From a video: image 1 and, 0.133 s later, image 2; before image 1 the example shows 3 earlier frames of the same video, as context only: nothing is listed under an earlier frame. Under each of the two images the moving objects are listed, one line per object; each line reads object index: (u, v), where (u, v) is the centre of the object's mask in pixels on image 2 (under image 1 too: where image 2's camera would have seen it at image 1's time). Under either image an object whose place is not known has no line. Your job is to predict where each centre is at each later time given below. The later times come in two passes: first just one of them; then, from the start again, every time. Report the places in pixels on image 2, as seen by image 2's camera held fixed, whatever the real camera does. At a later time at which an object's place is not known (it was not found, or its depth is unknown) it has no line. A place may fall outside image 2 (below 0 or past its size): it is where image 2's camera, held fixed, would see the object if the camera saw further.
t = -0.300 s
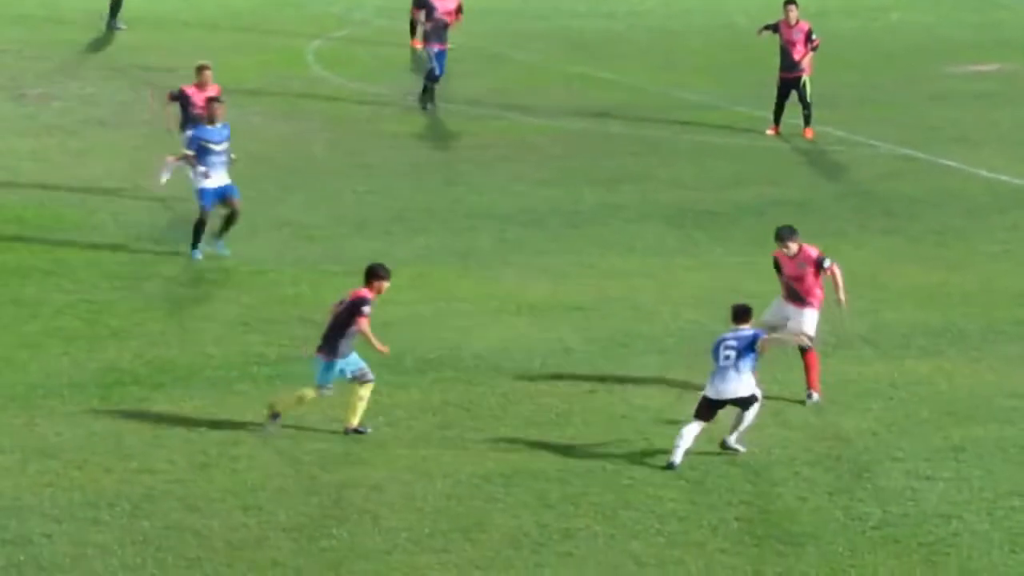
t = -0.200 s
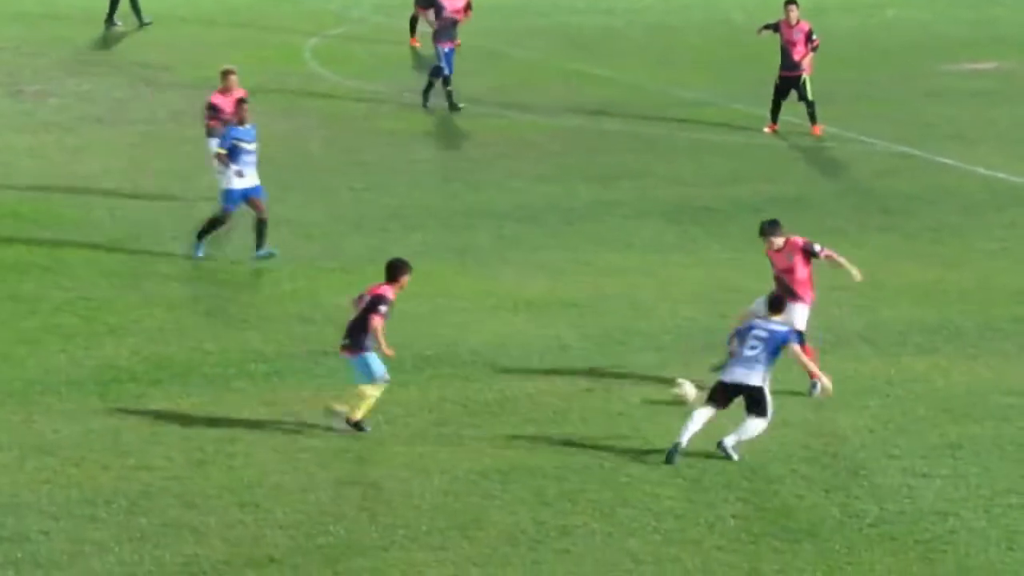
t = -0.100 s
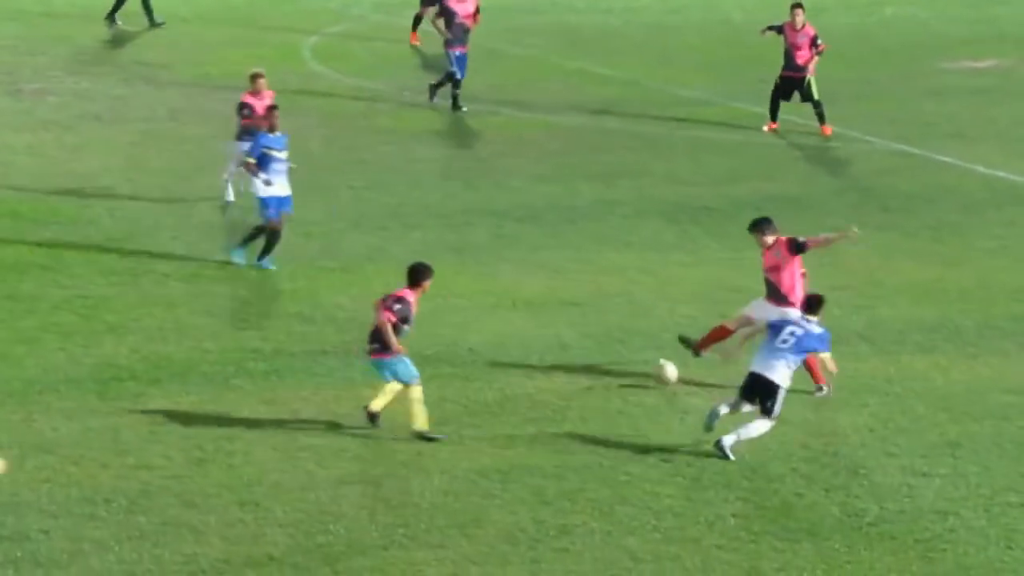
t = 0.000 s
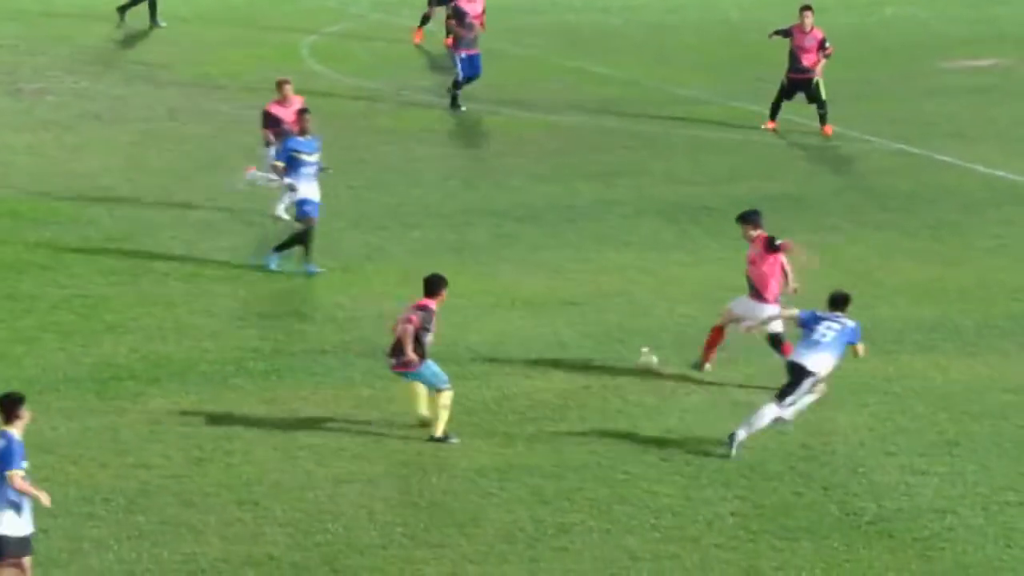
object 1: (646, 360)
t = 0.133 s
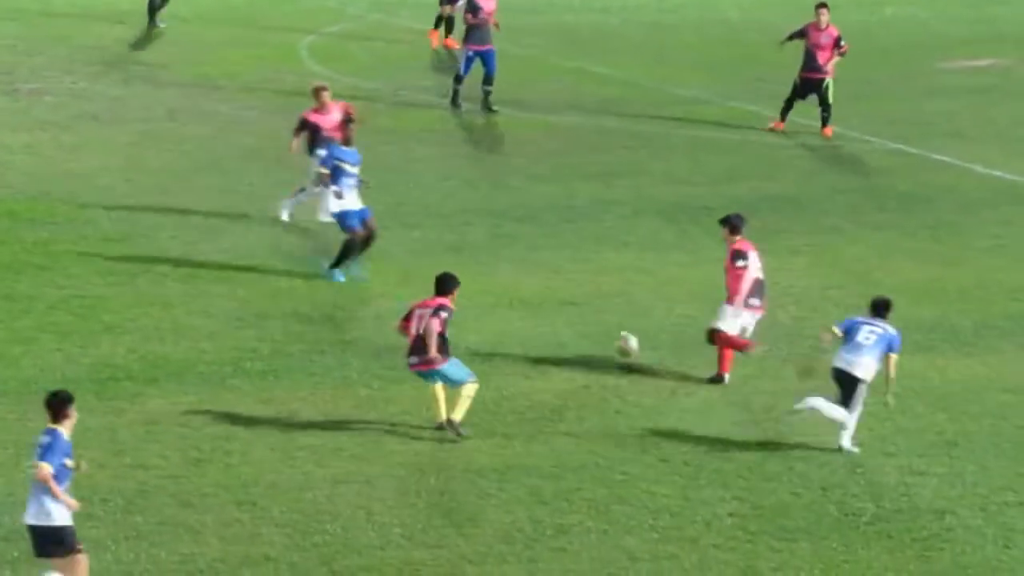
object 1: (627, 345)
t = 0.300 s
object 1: (604, 332)
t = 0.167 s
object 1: (623, 340)
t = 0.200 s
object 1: (618, 338)
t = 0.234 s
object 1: (613, 337)
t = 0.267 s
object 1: (609, 336)
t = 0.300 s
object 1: (604, 332)
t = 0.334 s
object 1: (600, 327)
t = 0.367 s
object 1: (594, 323)
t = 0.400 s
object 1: (590, 321)
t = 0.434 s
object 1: (586, 318)
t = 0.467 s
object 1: (581, 316)
